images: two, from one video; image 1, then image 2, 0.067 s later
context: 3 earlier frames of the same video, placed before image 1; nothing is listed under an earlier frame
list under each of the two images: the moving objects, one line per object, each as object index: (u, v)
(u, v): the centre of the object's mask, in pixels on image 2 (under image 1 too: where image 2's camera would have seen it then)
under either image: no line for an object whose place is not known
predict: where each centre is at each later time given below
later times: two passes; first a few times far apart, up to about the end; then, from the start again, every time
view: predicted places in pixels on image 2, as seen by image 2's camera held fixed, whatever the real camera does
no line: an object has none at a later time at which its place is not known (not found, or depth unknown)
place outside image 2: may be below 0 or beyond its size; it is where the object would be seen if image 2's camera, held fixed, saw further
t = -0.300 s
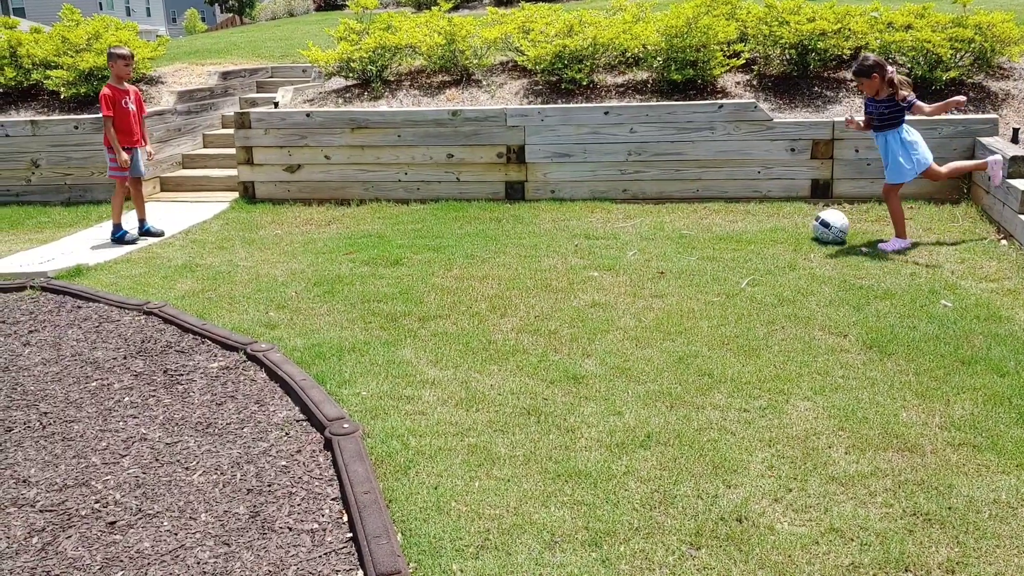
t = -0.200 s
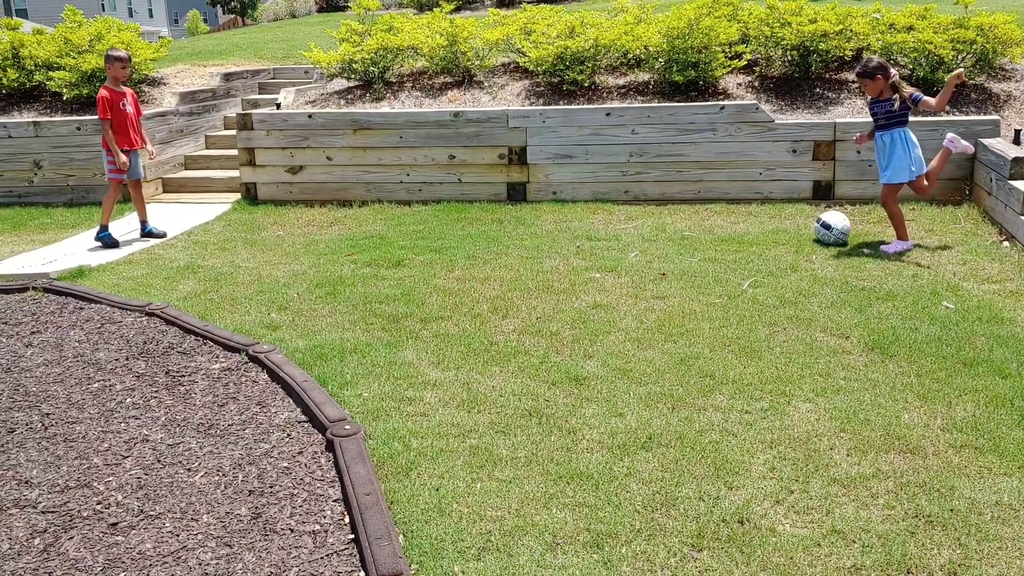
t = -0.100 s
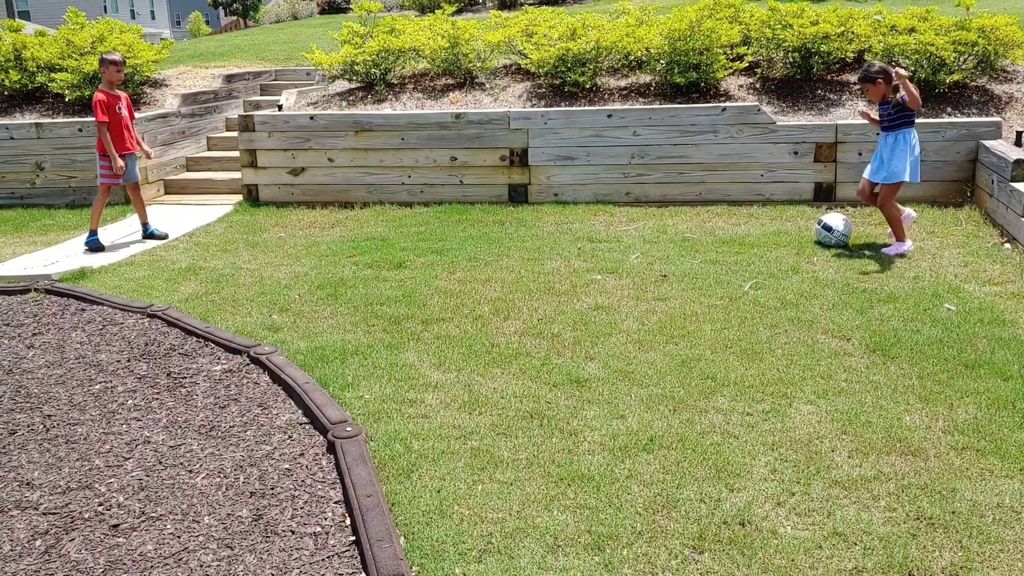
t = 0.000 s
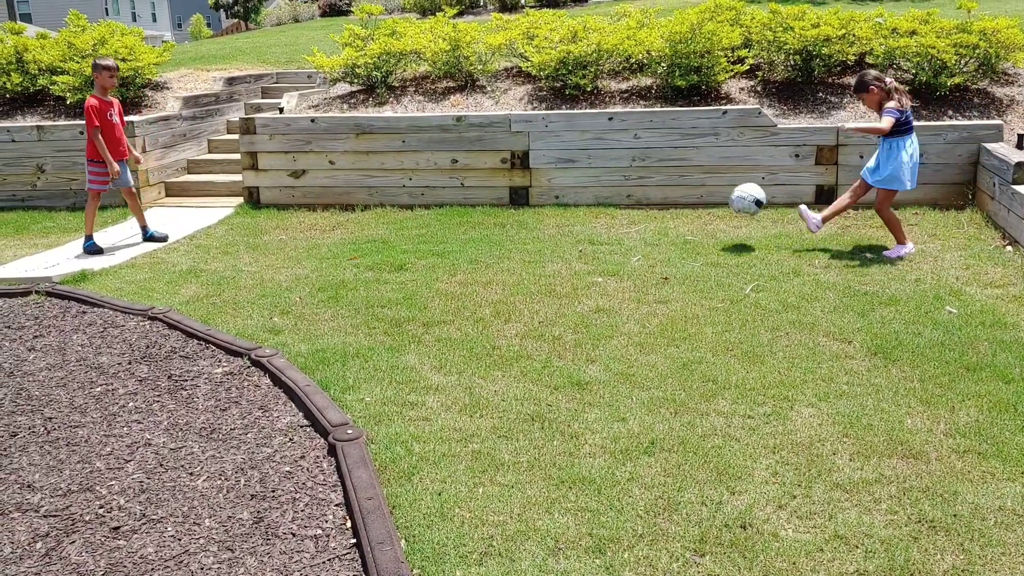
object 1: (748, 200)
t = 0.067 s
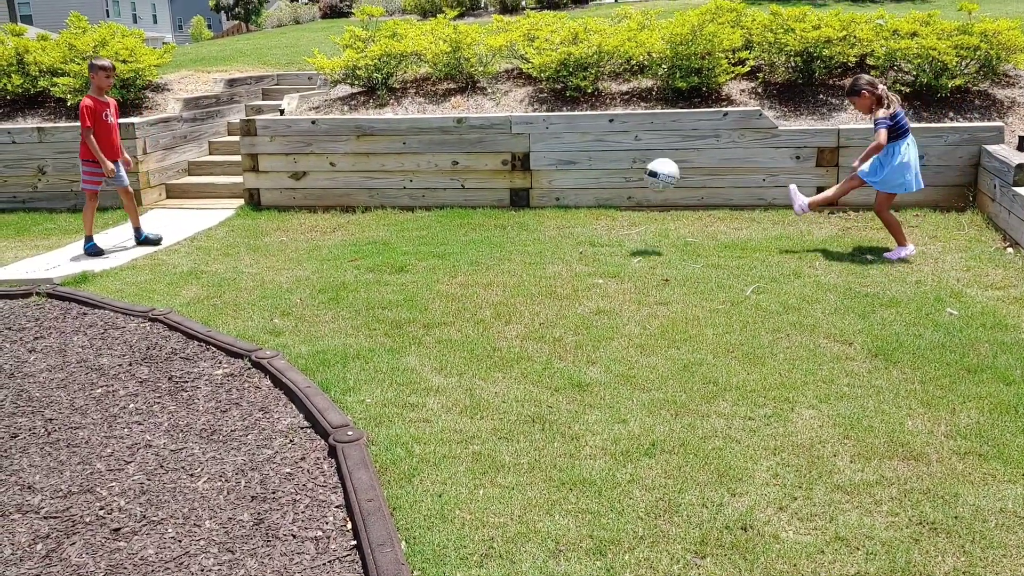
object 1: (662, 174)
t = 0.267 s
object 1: (422, 128)
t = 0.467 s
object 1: (207, 133)
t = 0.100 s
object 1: (620, 163)
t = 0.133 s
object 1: (579, 153)
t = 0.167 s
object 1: (538, 145)
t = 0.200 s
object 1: (499, 138)
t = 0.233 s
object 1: (460, 133)
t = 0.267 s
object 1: (422, 128)
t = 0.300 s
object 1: (385, 127)
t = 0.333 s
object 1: (348, 124)
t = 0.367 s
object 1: (311, 124)
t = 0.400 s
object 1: (275, 125)
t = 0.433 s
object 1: (241, 129)
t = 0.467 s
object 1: (207, 133)
